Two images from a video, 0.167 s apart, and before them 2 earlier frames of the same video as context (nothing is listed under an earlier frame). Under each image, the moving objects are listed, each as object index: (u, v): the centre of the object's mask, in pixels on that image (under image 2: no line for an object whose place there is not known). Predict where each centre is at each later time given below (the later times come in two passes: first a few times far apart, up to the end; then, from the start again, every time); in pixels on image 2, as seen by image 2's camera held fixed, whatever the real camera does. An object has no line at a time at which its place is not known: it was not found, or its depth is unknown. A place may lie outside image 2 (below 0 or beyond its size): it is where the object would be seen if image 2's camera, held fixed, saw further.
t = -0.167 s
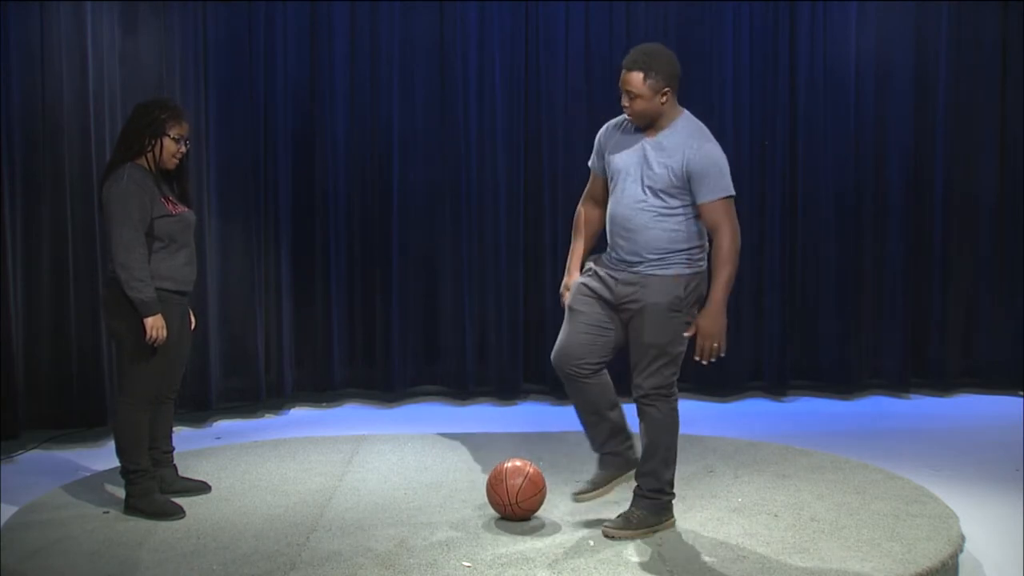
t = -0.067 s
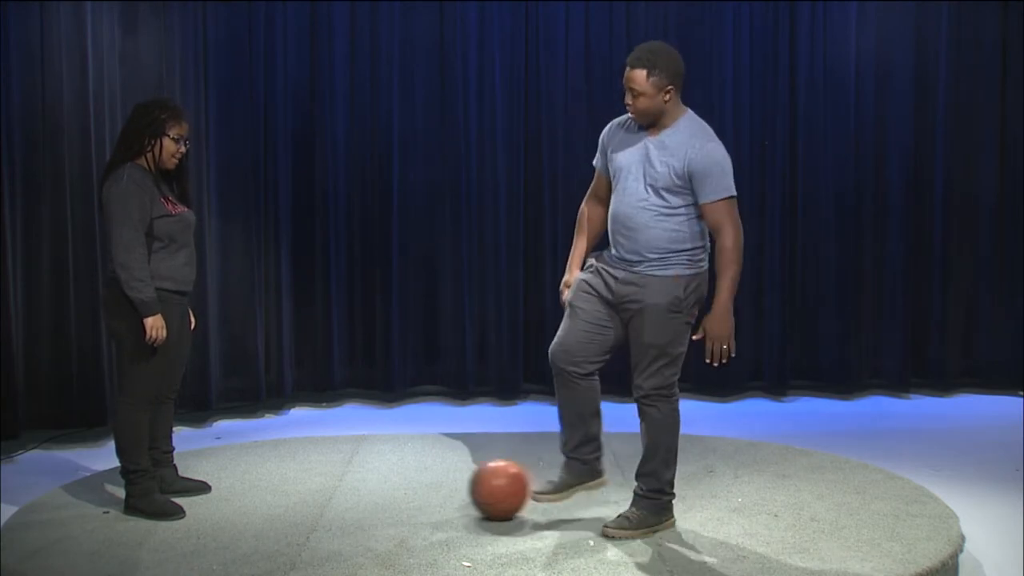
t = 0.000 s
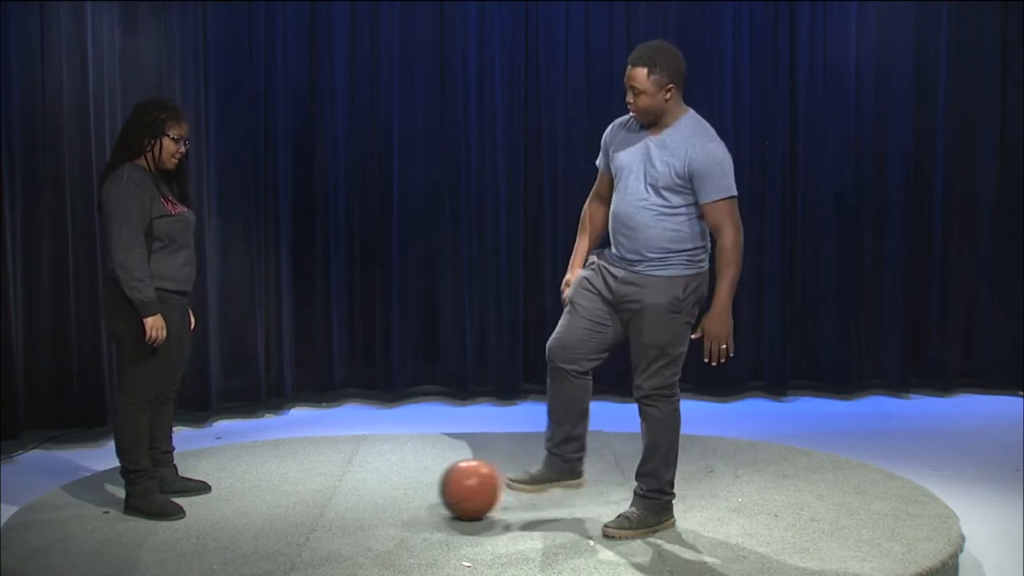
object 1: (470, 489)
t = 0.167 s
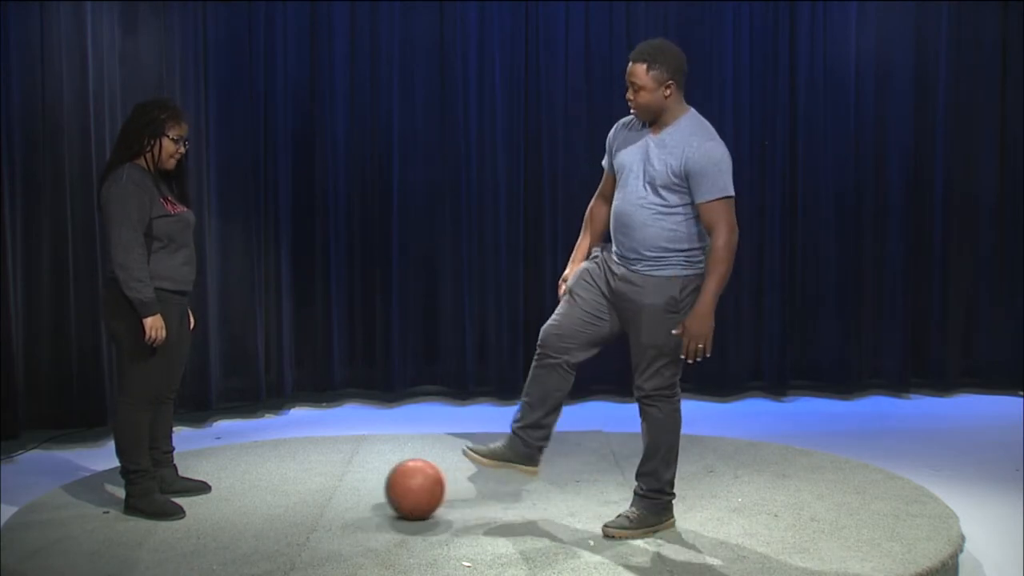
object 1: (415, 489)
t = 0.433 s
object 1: (343, 489)
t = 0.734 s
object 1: (265, 490)
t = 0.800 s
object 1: (249, 490)
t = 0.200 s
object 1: (406, 489)
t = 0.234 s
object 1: (396, 489)
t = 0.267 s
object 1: (387, 489)
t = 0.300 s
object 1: (378, 489)
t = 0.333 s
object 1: (369, 489)
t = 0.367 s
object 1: (360, 489)
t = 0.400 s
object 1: (351, 489)
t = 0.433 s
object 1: (343, 489)
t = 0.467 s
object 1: (334, 489)
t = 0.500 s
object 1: (325, 489)
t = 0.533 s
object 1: (317, 490)
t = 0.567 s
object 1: (308, 489)
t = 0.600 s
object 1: (299, 489)
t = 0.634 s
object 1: (291, 489)
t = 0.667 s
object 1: (282, 490)
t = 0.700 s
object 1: (274, 490)
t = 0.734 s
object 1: (265, 490)
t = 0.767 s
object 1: (257, 490)
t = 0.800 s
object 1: (249, 490)
